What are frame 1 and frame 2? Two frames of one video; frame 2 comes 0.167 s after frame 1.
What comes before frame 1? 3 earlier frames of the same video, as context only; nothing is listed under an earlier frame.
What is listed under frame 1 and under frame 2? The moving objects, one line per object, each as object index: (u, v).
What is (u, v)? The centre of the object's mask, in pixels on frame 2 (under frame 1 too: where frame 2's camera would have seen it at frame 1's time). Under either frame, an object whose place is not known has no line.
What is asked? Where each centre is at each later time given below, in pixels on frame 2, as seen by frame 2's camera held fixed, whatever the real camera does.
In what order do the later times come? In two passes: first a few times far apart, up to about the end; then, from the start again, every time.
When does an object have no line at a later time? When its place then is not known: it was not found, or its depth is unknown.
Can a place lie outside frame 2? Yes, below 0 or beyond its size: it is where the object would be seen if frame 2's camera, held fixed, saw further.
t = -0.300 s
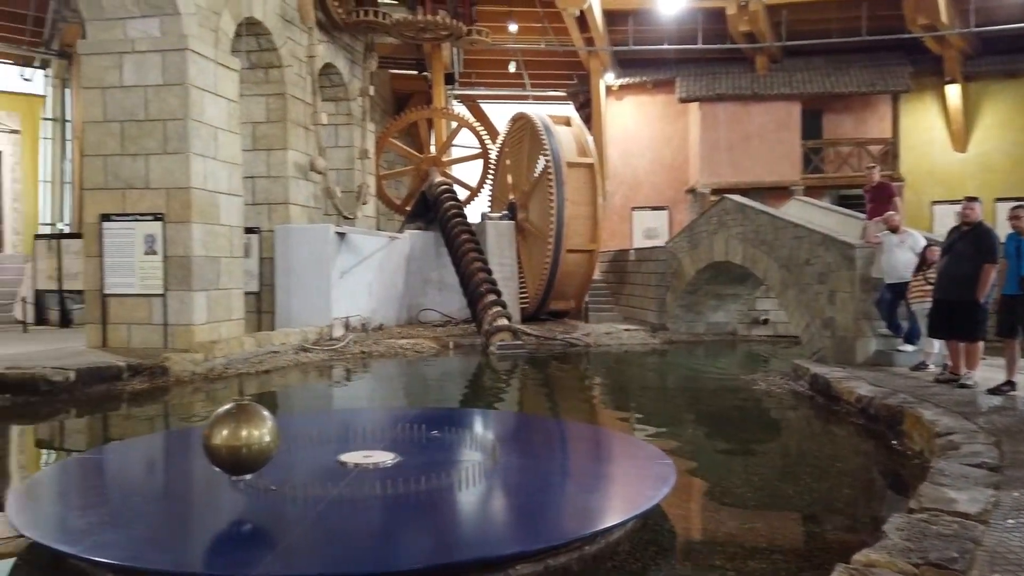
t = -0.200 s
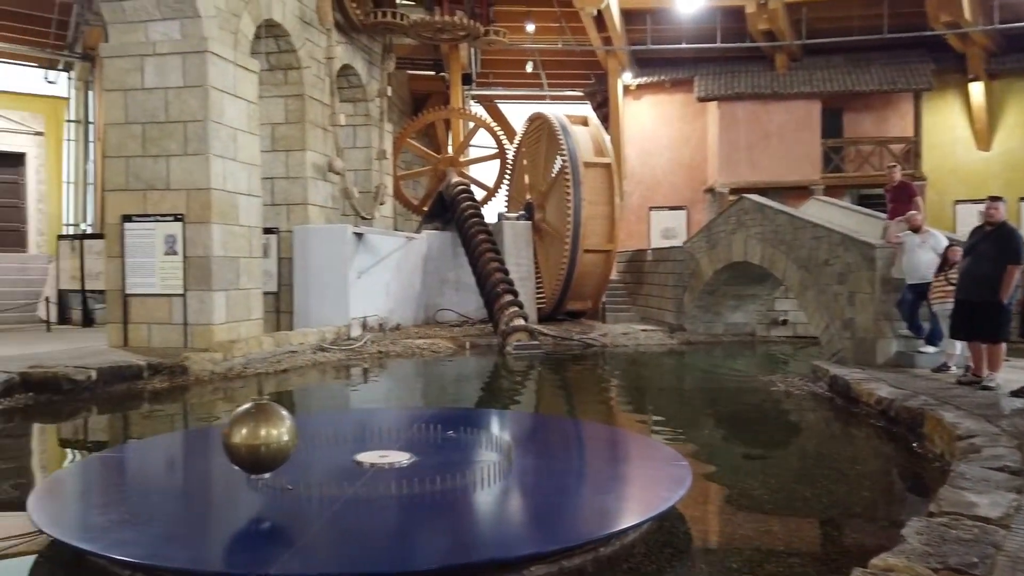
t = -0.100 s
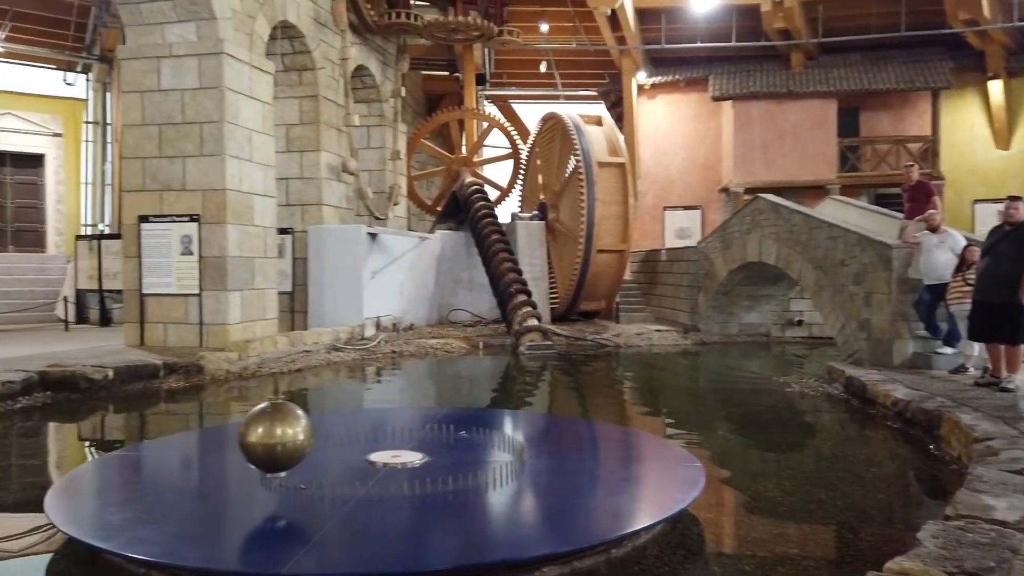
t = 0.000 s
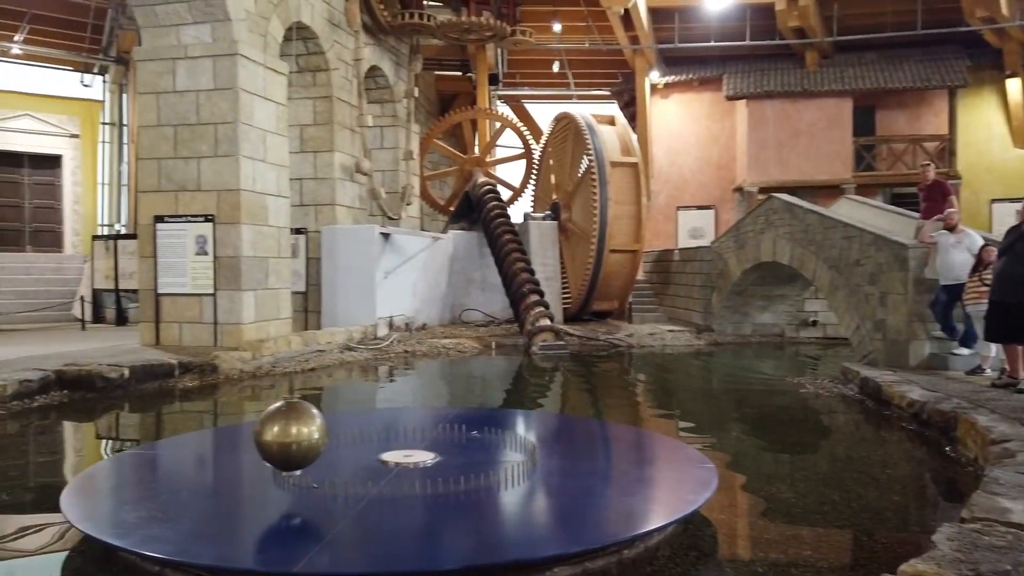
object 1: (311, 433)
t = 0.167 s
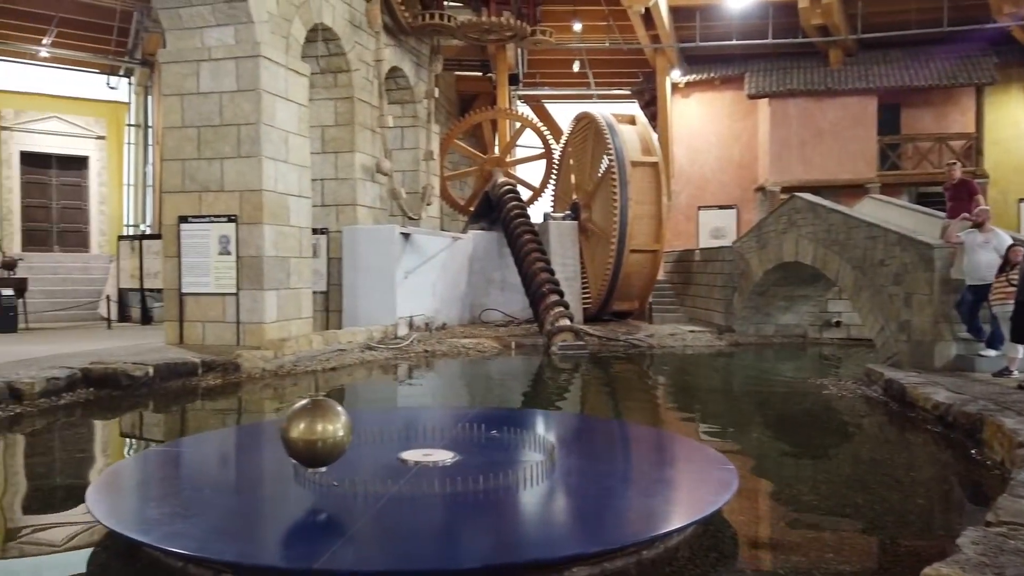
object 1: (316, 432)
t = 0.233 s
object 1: (318, 432)
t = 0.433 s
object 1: (326, 431)
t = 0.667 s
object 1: (335, 428)
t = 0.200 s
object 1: (317, 432)
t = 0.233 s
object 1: (318, 432)
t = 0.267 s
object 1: (320, 431)
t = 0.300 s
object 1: (321, 431)
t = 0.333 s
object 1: (322, 431)
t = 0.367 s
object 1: (323, 431)
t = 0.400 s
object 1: (325, 431)
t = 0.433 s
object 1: (326, 431)
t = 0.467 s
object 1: (327, 430)
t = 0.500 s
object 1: (328, 429)
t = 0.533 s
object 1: (330, 430)
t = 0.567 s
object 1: (331, 429)
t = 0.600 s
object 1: (333, 429)
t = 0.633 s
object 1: (334, 428)
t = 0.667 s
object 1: (335, 428)
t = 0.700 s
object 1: (337, 428)
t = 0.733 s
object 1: (338, 427)
